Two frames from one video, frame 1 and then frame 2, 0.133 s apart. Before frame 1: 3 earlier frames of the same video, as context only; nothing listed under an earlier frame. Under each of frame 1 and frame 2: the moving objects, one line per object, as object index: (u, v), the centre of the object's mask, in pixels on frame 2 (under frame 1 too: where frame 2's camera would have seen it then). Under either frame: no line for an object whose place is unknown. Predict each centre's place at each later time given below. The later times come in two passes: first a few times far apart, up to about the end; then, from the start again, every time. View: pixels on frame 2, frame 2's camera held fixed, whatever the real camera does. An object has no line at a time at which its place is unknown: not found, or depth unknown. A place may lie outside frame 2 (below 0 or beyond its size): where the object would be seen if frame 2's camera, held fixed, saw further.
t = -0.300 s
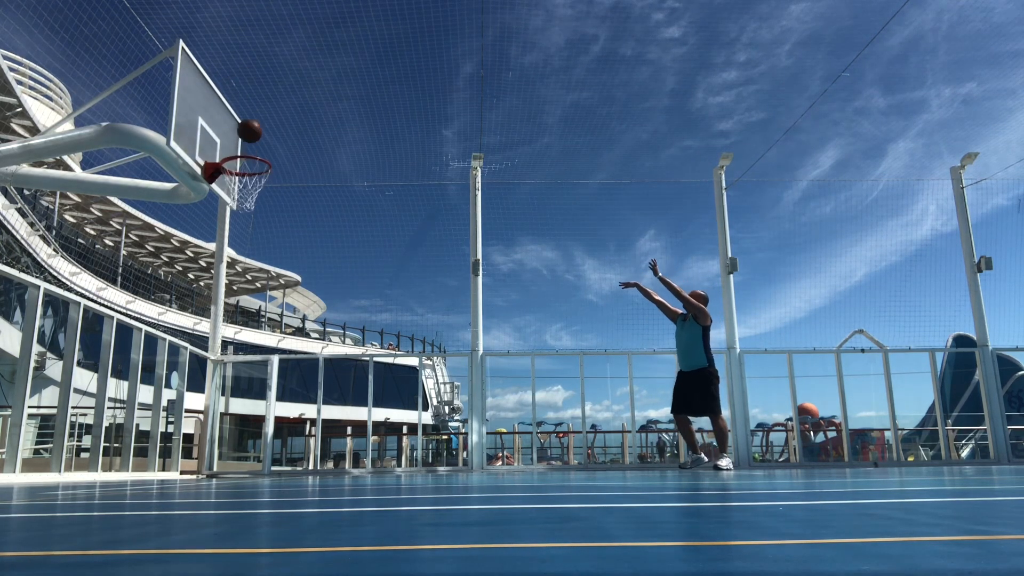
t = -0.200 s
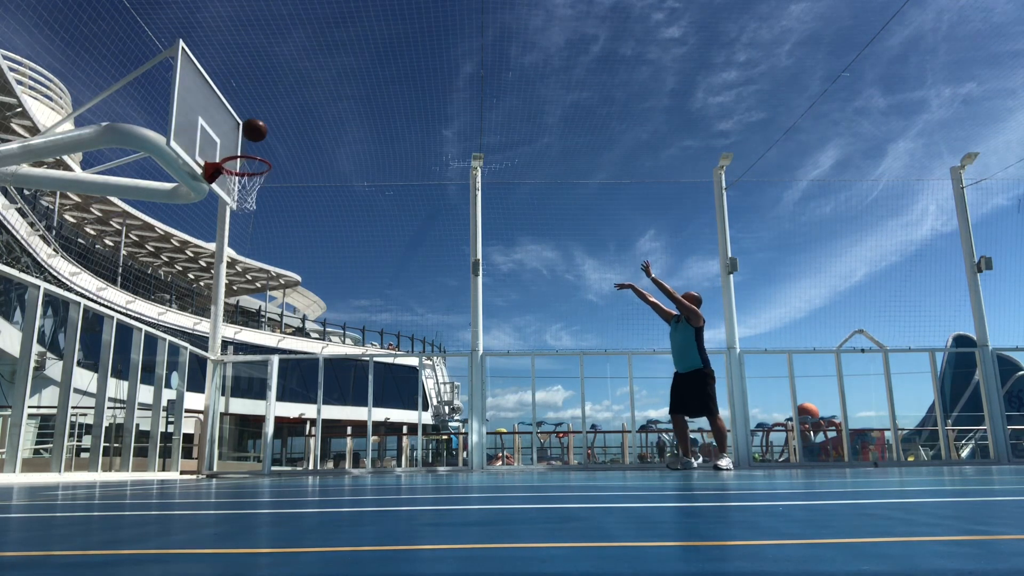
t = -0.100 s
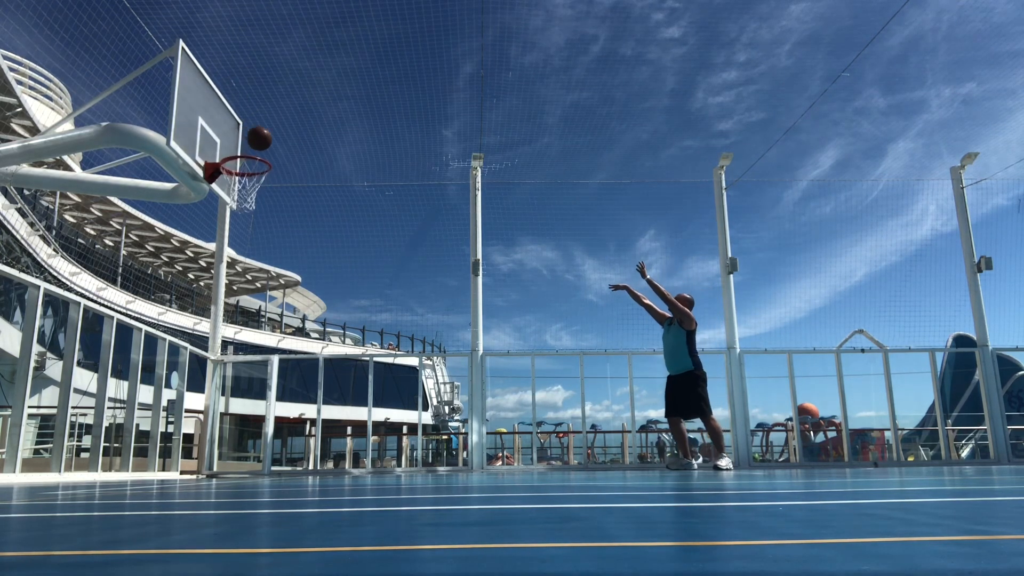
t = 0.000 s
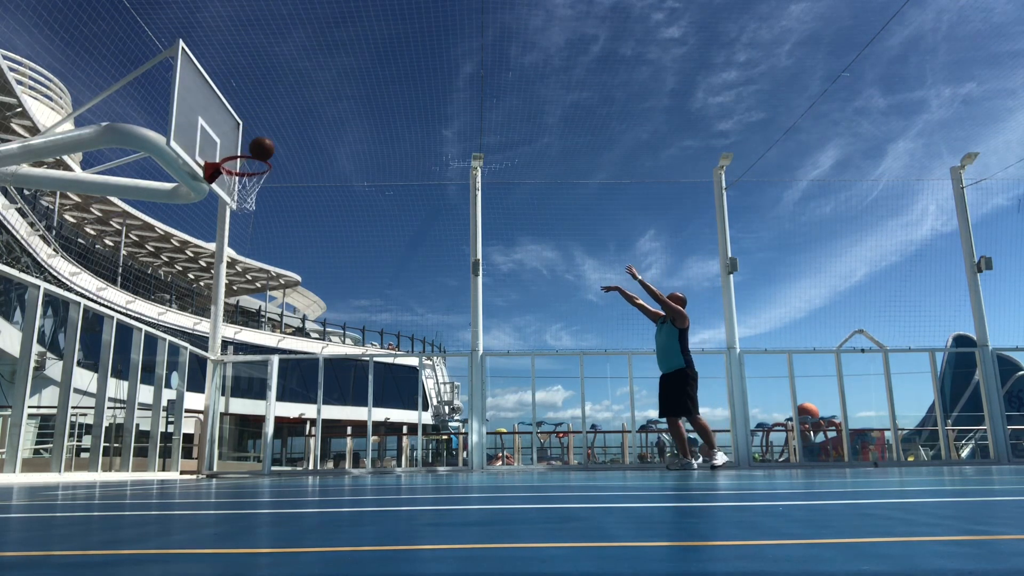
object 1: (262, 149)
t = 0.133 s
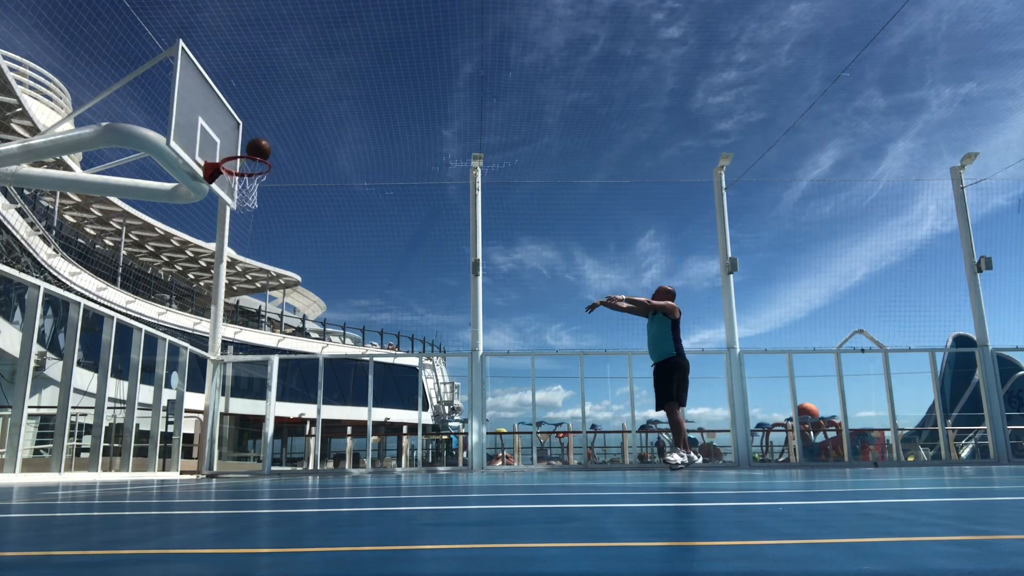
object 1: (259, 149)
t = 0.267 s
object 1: (254, 168)
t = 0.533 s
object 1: (241, 249)
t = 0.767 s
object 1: (224, 381)
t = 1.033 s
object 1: (214, 386)
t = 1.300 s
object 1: (206, 303)
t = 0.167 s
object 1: (258, 152)
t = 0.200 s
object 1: (257, 157)
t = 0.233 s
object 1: (256, 163)
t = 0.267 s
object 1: (254, 168)
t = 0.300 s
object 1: (253, 174)
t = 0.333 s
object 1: (252, 182)
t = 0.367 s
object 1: (250, 192)
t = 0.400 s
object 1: (249, 201)
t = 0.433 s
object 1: (247, 212)
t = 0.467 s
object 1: (245, 223)
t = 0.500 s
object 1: (243, 235)
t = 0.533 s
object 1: (241, 249)
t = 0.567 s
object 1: (239, 264)
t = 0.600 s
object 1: (237, 281)
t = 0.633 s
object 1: (234, 298)
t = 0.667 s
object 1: (232, 317)
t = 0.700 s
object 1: (230, 337)
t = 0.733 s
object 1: (227, 358)
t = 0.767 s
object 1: (224, 381)
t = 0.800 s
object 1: (221, 405)
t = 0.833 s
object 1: (218, 431)
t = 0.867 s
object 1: (215, 459)
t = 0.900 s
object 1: (214, 456)
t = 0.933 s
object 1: (214, 436)
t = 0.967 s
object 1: (214, 418)
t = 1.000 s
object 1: (214, 401)
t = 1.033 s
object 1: (214, 386)
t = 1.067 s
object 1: (213, 371)
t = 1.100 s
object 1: (212, 358)
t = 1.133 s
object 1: (211, 346)
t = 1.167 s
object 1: (211, 335)
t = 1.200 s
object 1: (210, 325)
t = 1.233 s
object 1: (209, 317)
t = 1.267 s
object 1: (208, 309)
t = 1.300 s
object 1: (206, 303)
